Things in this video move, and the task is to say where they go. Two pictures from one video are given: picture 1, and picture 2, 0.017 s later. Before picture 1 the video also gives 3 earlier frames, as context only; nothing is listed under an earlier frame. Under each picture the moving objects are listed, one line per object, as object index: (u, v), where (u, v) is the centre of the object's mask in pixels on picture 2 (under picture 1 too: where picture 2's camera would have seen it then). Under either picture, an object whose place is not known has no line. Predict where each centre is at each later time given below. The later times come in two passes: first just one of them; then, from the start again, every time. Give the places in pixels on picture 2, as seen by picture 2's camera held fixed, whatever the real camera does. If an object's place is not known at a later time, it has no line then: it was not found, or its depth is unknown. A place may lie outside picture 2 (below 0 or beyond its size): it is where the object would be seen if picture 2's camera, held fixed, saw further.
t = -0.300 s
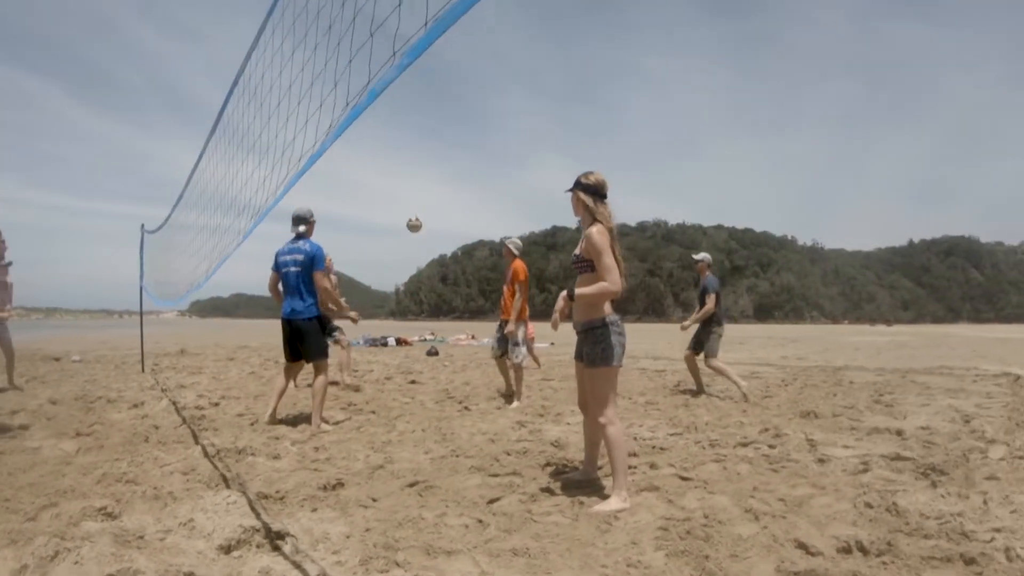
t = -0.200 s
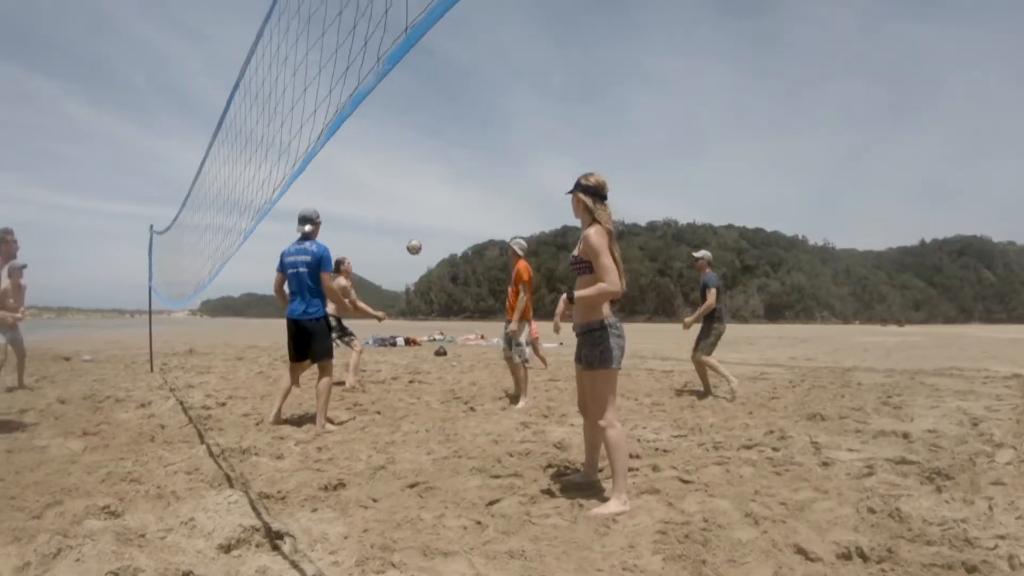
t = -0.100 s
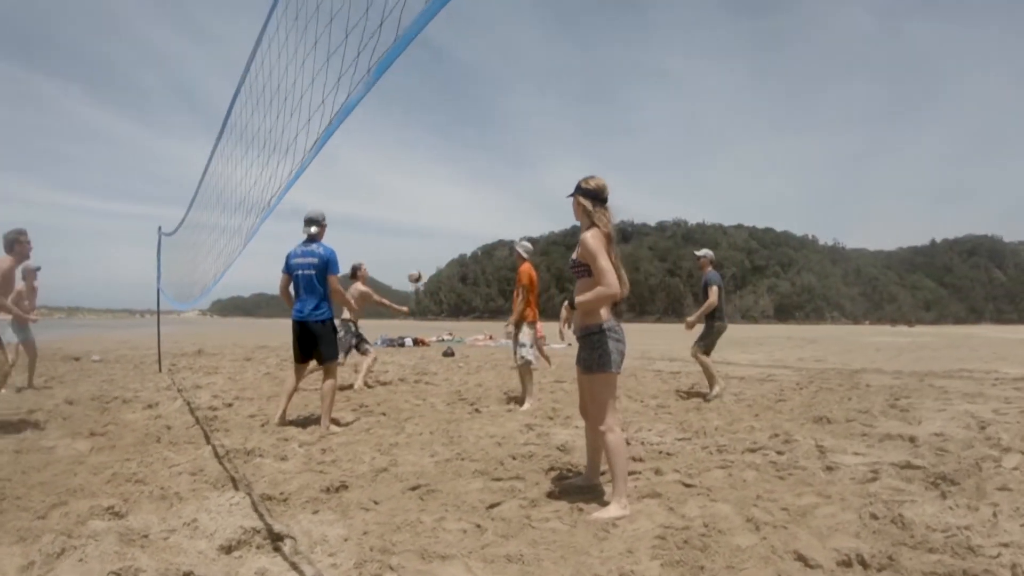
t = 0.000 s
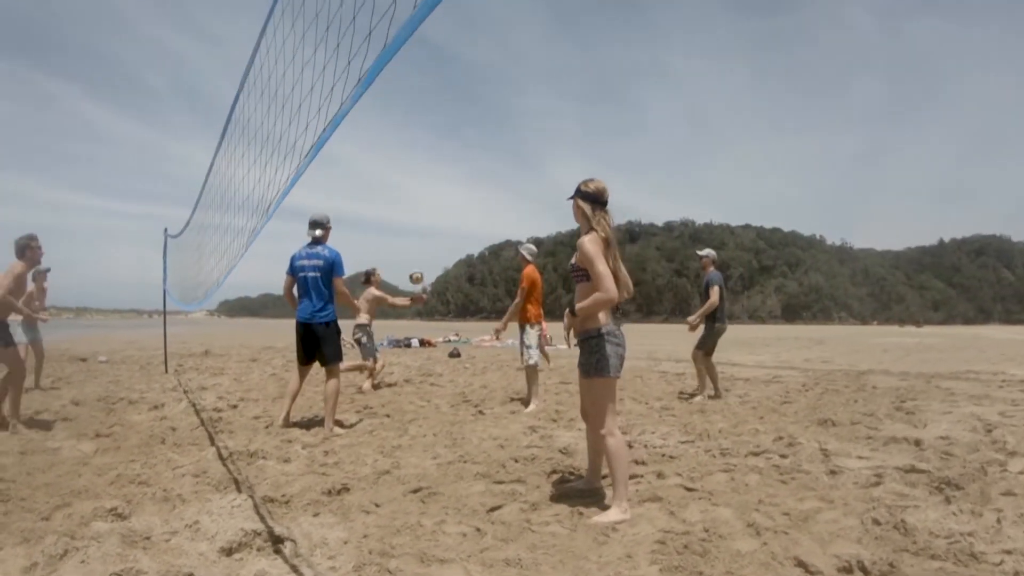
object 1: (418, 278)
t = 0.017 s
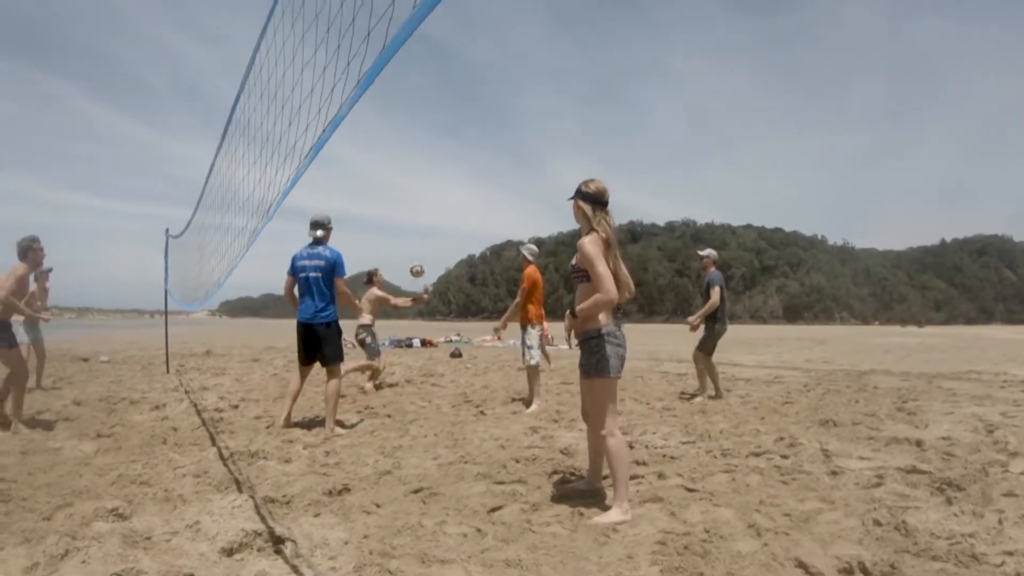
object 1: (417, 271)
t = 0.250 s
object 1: (411, 192)
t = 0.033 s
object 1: (416, 264)
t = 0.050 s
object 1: (416, 257)
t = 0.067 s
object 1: (415, 251)
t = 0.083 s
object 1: (414, 245)
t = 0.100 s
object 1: (414, 239)
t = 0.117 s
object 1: (414, 233)
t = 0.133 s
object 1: (413, 227)
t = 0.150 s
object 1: (413, 222)
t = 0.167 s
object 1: (412, 216)
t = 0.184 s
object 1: (412, 211)
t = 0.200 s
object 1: (411, 206)
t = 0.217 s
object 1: (411, 202)
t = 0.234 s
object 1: (411, 197)
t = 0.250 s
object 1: (411, 192)
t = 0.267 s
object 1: (410, 188)
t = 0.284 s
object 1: (410, 183)
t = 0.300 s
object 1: (410, 180)
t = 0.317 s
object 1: (410, 176)
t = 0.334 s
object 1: (409, 173)
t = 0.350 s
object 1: (409, 169)
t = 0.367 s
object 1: (408, 166)
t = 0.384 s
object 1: (408, 163)
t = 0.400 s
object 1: (408, 160)
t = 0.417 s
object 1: (407, 157)
